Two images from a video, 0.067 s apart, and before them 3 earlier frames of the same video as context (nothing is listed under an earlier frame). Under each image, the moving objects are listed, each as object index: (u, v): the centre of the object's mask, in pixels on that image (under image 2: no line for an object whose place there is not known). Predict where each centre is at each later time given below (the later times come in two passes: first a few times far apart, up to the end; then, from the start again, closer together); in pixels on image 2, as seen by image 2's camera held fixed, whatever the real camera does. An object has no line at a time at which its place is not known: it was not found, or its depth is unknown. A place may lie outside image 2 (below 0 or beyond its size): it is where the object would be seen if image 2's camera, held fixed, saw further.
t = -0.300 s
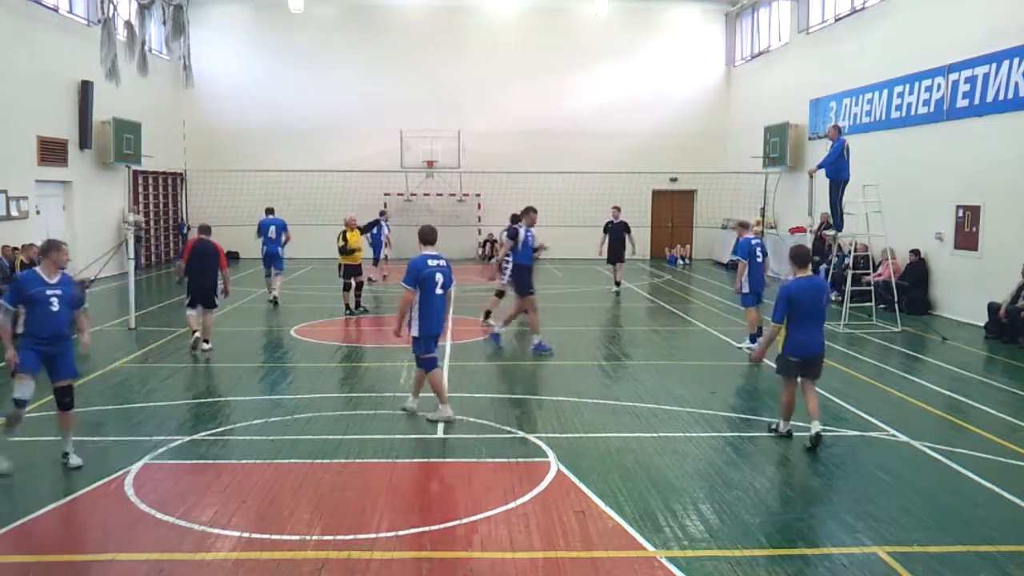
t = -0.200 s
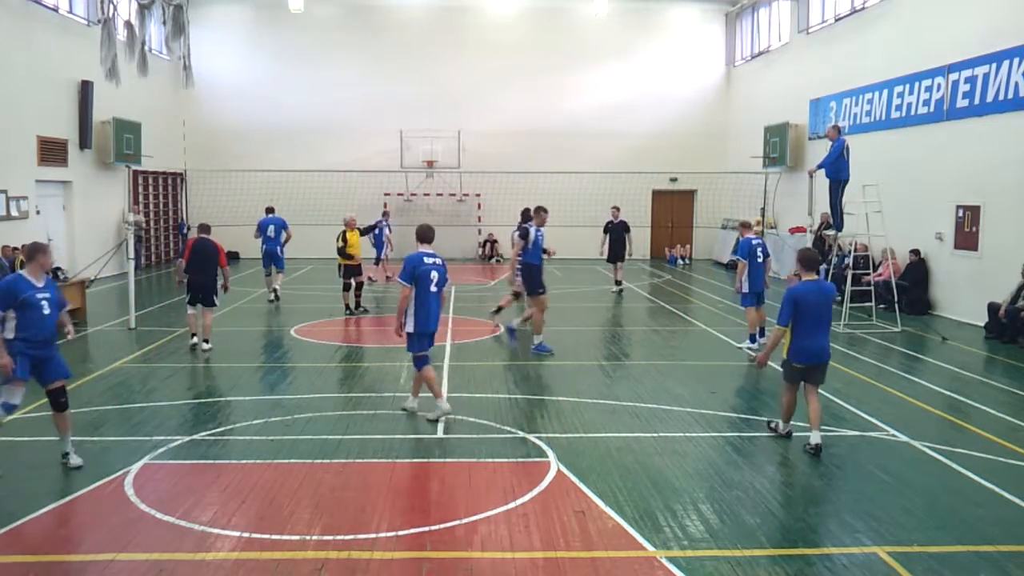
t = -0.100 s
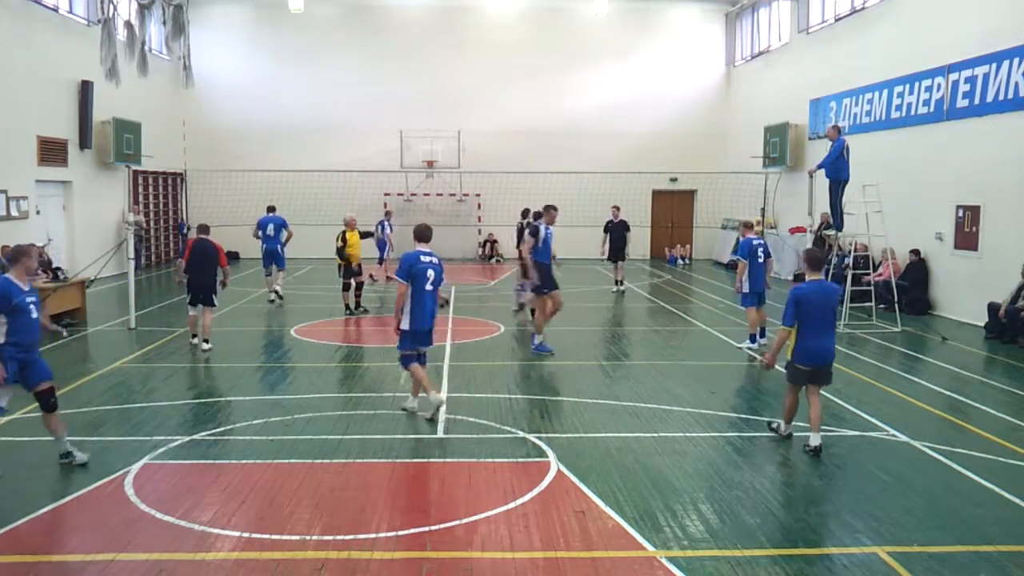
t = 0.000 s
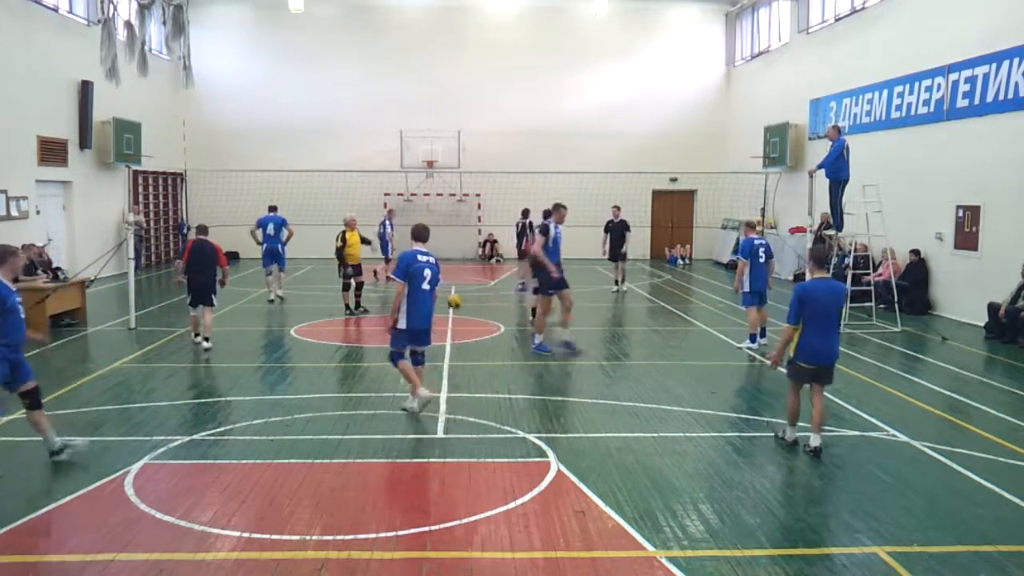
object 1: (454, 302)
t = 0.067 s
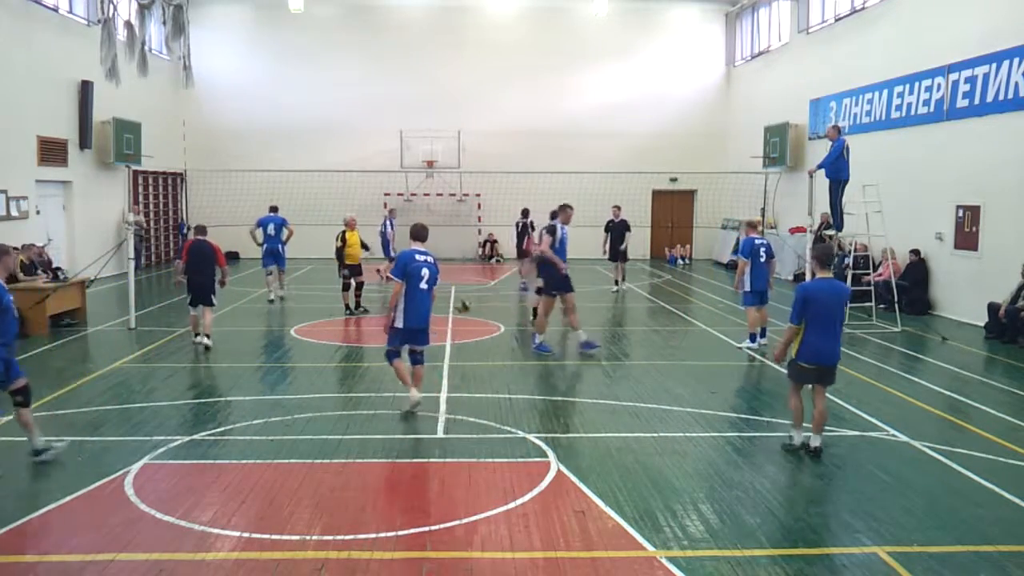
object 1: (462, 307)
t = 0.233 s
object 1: (484, 332)
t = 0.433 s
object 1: (510, 330)
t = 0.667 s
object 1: (541, 333)
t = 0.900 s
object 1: (572, 359)
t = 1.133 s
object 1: (604, 352)
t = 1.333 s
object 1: (635, 382)
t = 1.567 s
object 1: (670, 373)
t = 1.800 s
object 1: (708, 403)
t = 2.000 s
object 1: (745, 405)
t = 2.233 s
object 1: (793, 420)
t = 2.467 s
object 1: (843, 441)
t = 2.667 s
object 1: (889, 456)
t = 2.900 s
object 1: (948, 475)
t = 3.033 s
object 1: (987, 487)
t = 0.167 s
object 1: (476, 318)
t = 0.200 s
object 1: (479, 323)
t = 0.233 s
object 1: (484, 332)
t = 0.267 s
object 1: (488, 339)
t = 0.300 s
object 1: (493, 348)
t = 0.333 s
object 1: (497, 341)
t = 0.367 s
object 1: (501, 337)
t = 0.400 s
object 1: (505, 333)
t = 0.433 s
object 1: (510, 330)
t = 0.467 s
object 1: (513, 328)
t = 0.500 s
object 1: (518, 328)
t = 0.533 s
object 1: (523, 326)
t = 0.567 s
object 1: (527, 326)
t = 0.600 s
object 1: (531, 327)
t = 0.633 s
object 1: (536, 329)
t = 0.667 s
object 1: (541, 333)
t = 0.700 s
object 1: (544, 336)
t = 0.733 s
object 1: (548, 340)
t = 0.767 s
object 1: (555, 347)
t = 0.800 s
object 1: (559, 353)
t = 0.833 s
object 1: (563, 361)
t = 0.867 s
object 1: (568, 363)
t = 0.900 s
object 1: (572, 359)
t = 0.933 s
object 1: (577, 355)
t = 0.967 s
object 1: (582, 353)
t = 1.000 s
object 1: (585, 351)
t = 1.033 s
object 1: (590, 349)
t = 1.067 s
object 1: (595, 349)
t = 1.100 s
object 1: (600, 350)
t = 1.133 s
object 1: (604, 352)
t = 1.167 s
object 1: (609, 353)
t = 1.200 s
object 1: (611, 358)
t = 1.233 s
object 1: (618, 363)
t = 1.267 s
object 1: (623, 369)
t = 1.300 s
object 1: (629, 374)
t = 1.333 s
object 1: (635, 382)
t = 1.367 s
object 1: (639, 382)
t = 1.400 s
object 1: (644, 377)
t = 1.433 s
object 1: (649, 375)
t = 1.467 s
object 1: (654, 374)
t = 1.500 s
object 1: (659, 373)
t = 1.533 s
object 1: (665, 373)
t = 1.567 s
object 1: (670, 373)
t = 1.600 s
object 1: (676, 377)
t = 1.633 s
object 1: (680, 381)
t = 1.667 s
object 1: (686, 385)
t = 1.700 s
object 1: (692, 391)
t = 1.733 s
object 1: (698, 398)
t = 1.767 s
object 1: (703, 405)
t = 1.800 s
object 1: (708, 403)
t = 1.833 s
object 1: (716, 399)
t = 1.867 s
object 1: (722, 398)
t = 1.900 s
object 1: (727, 399)
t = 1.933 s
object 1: (733, 399)
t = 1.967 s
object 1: (738, 400)
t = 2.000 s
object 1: (745, 405)
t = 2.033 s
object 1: (751, 408)
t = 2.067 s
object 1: (758, 412)
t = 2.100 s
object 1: (765, 421)
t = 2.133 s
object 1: (771, 423)
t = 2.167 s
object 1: (778, 422)
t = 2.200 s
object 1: (784, 421)
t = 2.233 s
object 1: (793, 420)
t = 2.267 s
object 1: (798, 423)
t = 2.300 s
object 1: (806, 424)
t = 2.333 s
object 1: (812, 428)
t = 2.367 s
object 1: (821, 434)
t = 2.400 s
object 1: (829, 441)
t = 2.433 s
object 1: (835, 443)
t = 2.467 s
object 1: (843, 441)
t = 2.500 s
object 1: (850, 440)
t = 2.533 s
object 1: (858, 442)
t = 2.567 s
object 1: (865, 444)
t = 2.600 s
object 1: (872, 447)
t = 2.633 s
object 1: (881, 451)
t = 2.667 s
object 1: (889, 456)
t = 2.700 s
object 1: (898, 462)
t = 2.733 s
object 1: (905, 462)
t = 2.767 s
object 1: (913, 462)
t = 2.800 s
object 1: (922, 463)
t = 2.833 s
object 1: (932, 466)
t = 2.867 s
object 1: (939, 470)
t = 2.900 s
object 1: (948, 475)
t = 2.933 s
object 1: (957, 481)
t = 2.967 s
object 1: (969, 481)
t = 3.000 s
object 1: (977, 483)
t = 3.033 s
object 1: (987, 487)
